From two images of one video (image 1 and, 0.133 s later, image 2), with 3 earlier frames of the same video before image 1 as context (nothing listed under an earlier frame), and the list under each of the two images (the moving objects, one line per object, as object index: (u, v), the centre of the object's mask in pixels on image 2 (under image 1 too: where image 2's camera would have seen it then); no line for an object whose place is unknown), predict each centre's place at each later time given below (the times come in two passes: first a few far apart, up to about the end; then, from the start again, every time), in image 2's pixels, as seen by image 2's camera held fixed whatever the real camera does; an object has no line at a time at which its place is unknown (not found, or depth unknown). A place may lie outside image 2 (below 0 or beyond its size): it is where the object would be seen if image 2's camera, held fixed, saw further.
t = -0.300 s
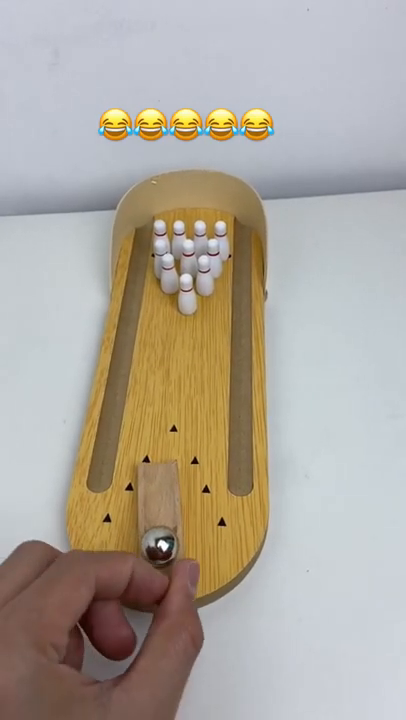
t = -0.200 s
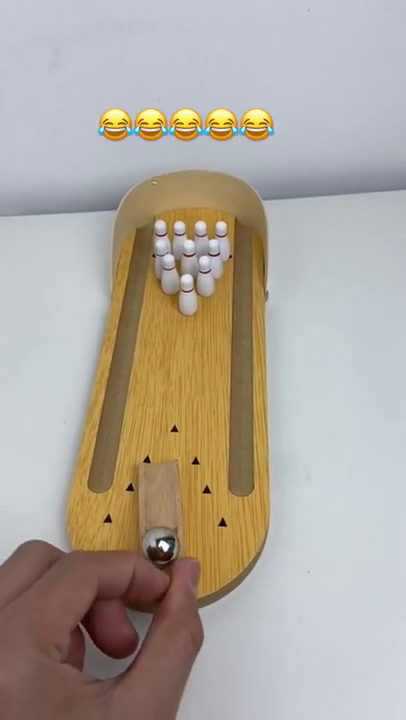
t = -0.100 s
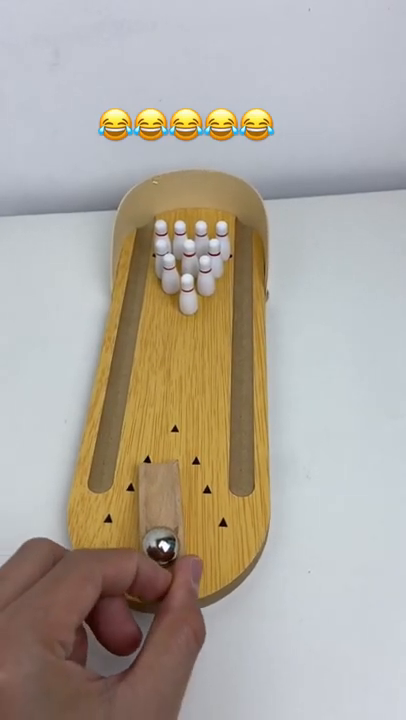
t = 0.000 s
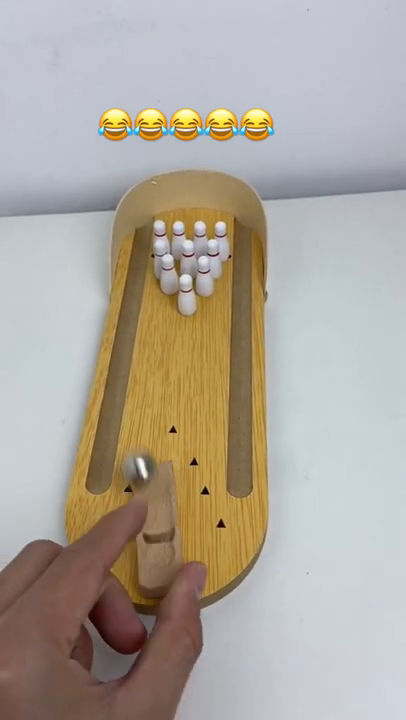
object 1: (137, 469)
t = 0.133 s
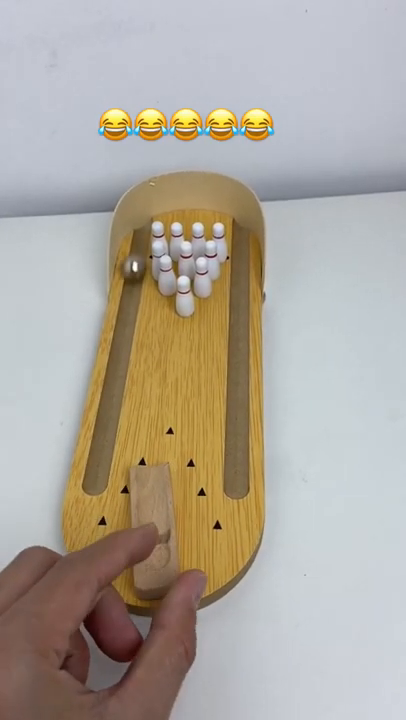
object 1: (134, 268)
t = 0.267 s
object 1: (181, 210)
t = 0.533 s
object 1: (242, 247)
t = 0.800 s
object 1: (241, 270)
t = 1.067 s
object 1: (241, 287)
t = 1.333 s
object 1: (241, 296)
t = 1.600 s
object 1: (240, 297)
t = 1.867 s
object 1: (240, 297)
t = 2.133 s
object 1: (241, 296)
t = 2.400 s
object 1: (241, 296)
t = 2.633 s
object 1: (241, 296)
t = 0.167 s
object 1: (138, 235)
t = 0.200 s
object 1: (146, 214)
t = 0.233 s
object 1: (164, 207)
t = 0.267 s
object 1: (181, 210)
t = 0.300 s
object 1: (196, 206)
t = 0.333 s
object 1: (211, 212)
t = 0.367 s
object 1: (226, 214)
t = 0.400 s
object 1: (239, 221)
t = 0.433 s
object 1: (242, 231)
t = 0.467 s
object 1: (242, 238)
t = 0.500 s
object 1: (242, 243)
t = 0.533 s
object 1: (242, 247)
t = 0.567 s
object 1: (242, 250)
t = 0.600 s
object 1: (242, 253)
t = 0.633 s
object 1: (241, 256)
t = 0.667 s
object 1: (242, 260)
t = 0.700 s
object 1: (242, 263)
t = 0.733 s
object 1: (242, 265)
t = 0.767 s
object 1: (242, 268)
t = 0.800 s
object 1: (241, 270)
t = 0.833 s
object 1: (242, 273)
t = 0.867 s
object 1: (242, 275)
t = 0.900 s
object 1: (242, 277)
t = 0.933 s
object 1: (242, 279)
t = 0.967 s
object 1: (242, 281)
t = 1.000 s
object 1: (241, 283)
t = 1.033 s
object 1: (241, 285)
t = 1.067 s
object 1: (241, 287)
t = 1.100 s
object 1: (241, 288)
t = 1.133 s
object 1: (241, 290)
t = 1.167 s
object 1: (241, 292)
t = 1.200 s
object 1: (241, 293)
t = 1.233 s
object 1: (241, 294)
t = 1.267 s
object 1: (241, 295)
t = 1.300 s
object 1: (241, 295)
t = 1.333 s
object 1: (241, 296)
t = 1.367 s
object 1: (240, 297)
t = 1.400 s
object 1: (240, 297)
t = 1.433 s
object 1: (240, 298)
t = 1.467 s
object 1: (240, 298)
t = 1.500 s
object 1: (240, 297)
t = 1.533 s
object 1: (240, 297)
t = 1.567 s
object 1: (240, 297)
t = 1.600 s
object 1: (240, 297)
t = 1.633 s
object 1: (240, 297)
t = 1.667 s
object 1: (240, 297)
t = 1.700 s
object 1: (240, 297)
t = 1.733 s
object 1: (240, 297)
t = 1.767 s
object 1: (240, 297)
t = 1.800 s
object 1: (240, 297)
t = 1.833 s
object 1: (240, 297)
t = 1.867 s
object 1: (240, 297)
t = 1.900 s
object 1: (240, 297)
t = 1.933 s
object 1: (240, 297)
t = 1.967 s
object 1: (240, 297)
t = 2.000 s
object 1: (240, 297)
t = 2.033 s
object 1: (240, 297)
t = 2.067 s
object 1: (240, 297)
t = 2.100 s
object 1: (241, 297)
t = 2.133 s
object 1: (241, 296)
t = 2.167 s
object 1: (241, 296)
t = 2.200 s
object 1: (241, 296)
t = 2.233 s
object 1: (241, 296)
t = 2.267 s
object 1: (241, 296)
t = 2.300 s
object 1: (241, 296)
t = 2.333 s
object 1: (241, 296)
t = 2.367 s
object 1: (241, 296)
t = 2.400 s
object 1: (241, 296)
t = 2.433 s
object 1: (241, 296)
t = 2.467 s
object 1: (241, 296)
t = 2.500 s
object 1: (241, 296)
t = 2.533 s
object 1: (241, 296)
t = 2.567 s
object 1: (241, 296)
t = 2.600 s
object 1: (241, 296)
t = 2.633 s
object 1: (241, 296)
